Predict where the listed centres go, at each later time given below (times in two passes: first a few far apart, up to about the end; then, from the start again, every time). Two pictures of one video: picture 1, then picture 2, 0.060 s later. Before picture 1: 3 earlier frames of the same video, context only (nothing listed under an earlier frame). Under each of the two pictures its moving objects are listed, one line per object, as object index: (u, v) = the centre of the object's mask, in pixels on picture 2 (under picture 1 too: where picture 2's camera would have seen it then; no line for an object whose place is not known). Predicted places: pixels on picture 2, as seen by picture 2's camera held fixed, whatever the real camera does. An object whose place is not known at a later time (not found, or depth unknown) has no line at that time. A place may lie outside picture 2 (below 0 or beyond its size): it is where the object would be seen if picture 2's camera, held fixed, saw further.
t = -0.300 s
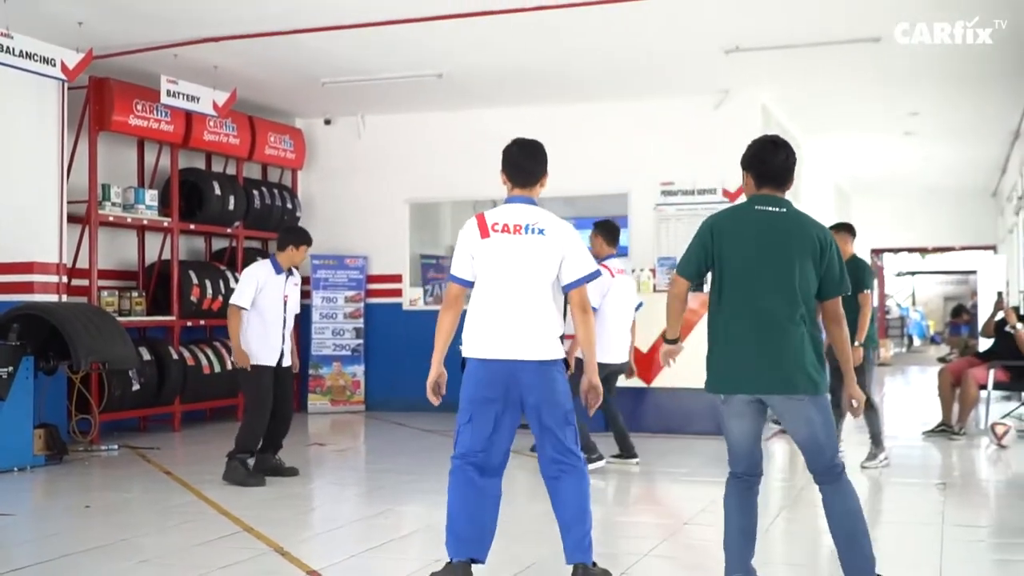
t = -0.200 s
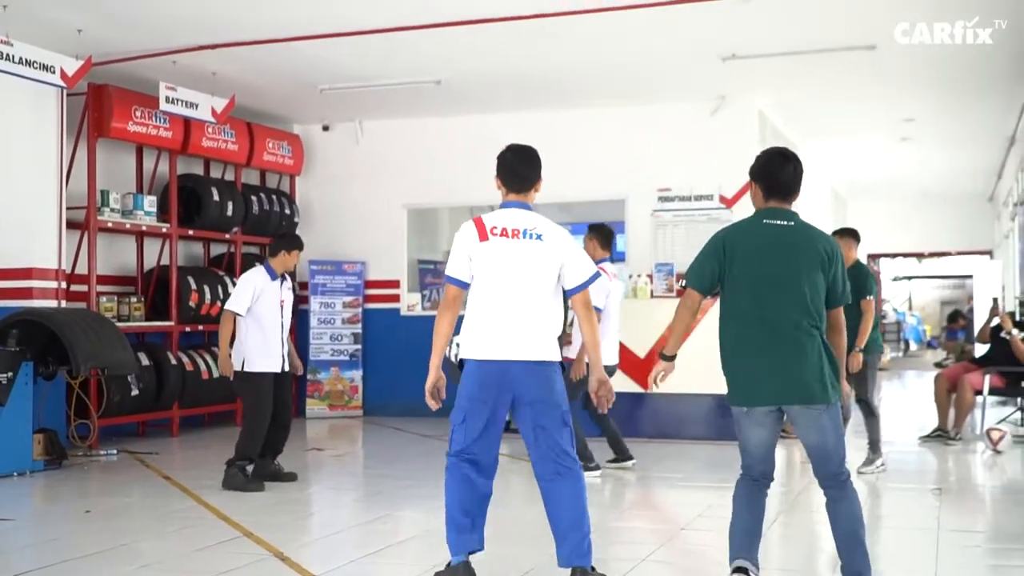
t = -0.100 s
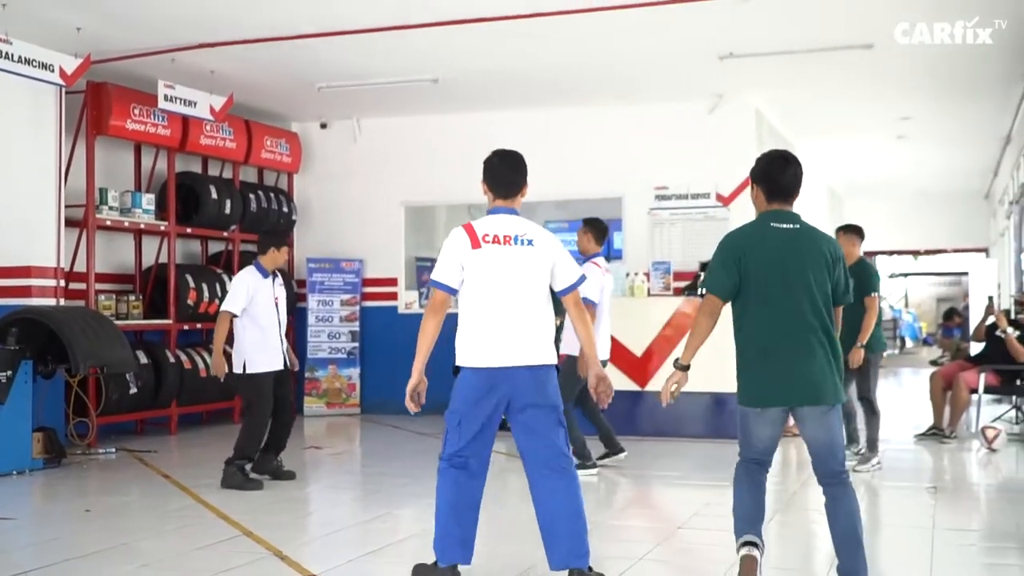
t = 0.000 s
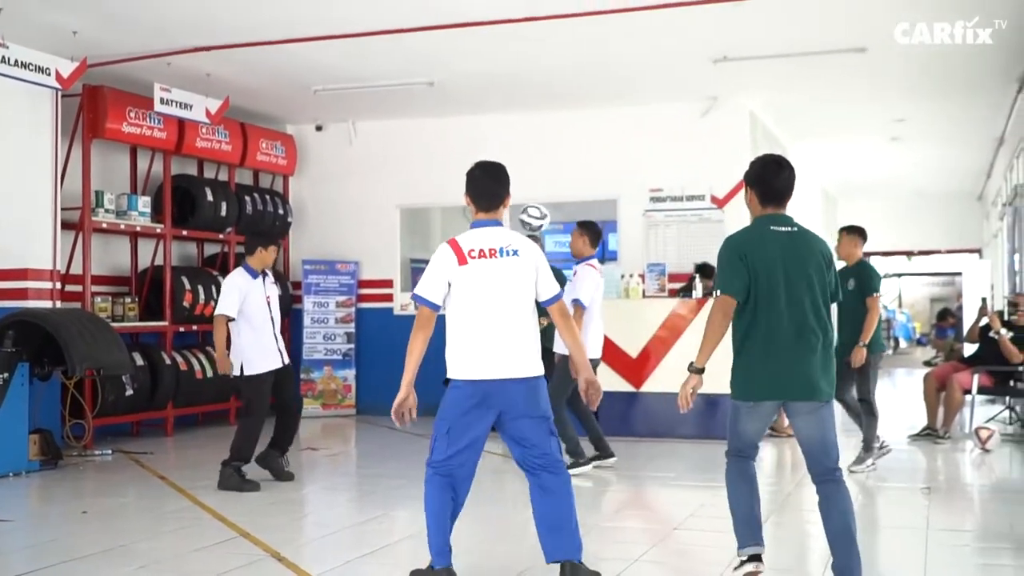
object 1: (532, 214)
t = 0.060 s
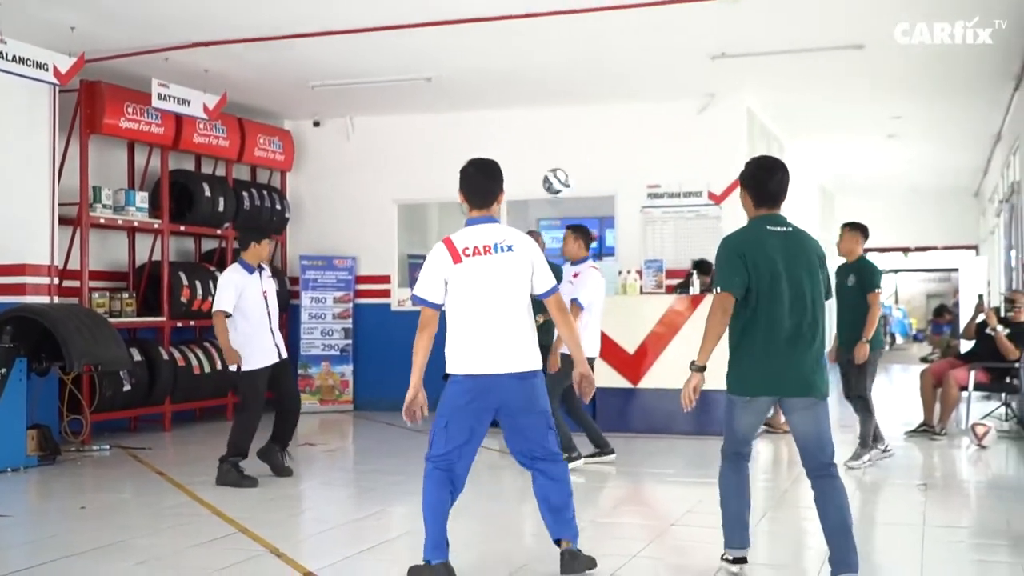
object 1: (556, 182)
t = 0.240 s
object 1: (637, 119)
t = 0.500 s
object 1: (766, 105)
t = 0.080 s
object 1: (564, 173)
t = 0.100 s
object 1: (573, 164)
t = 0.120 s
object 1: (582, 155)
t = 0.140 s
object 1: (592, 149)
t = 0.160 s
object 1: (601, 142)
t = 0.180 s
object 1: (610, 135)
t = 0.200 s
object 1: (620, 129)
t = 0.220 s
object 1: (628, 124)
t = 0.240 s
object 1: (637, 119)
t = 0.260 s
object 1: (648, 114)
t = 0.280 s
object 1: (658, 111)
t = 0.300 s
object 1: (667, 108)
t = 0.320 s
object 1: (677, 106)
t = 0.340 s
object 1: (686, 103)
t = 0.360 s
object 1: (695, 102)
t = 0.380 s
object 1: (704, 100)
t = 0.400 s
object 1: (714, 99)
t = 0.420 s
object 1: (723, 99)
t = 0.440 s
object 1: (735, 100)
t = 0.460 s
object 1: (745, 101)
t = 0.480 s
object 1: (756, 102)
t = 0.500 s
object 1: (766, 105)
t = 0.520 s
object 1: (777, 107)
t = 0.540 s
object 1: (787, 111)
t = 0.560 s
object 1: (798, 115)
